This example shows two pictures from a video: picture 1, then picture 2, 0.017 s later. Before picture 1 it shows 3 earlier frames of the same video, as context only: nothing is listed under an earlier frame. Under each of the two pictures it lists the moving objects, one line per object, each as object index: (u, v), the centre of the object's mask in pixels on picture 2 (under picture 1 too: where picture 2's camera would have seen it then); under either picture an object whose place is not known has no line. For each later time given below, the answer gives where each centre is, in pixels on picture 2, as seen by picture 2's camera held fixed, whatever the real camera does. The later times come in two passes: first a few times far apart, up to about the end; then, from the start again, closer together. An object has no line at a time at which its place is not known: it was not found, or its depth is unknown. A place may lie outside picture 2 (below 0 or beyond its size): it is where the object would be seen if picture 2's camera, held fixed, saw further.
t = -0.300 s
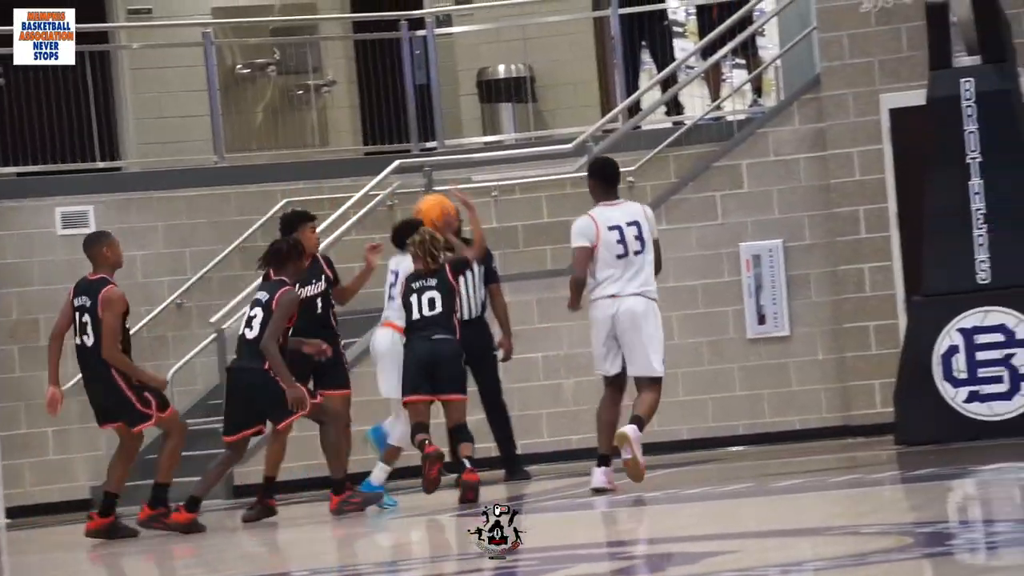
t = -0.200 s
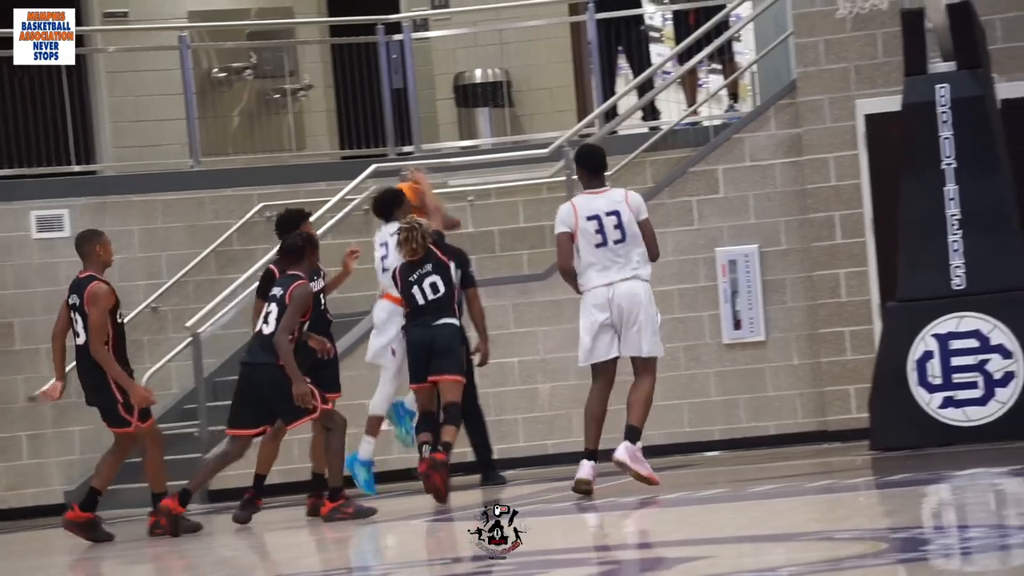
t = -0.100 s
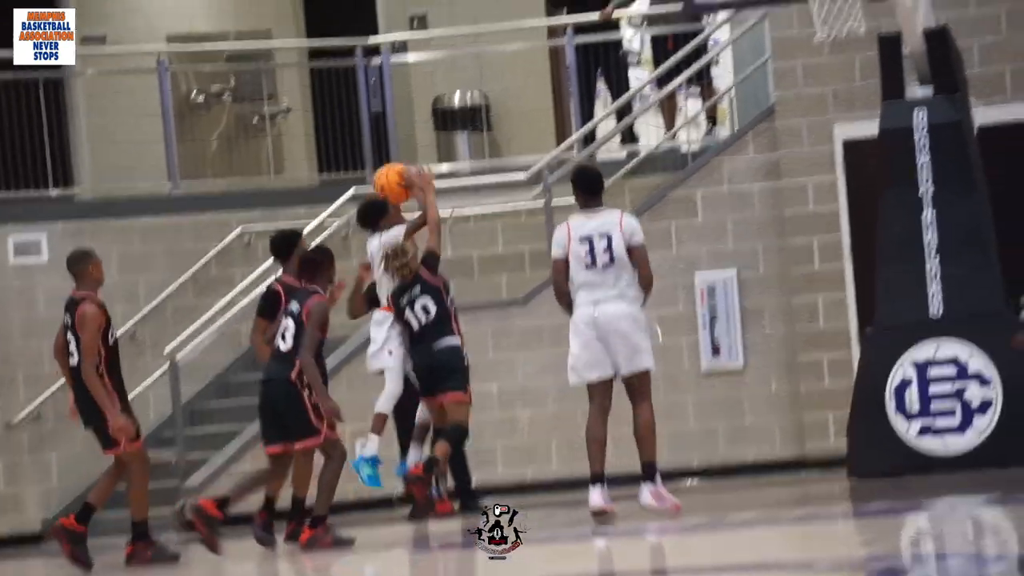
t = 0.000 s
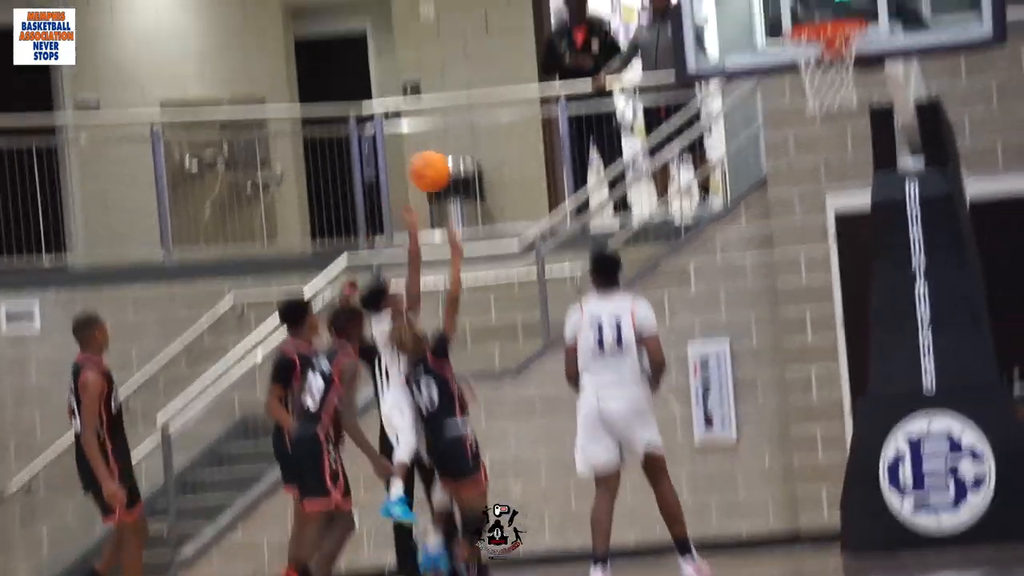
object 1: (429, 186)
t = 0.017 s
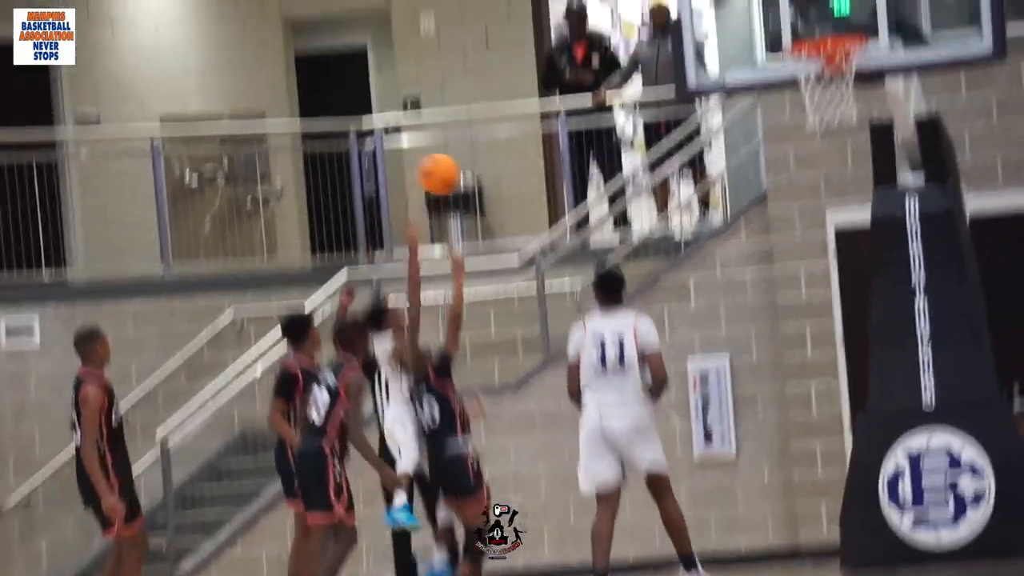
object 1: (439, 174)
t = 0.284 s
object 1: (581, 39)
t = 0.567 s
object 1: (741, 29)
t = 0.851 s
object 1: (767, 11)
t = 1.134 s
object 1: (733, 56)
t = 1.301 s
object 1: (720, 144)
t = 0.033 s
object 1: (447, 162)
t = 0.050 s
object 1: (456, 151)
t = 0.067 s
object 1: (465, 139)
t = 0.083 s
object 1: (473, 129)
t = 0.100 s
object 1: (482, 118)
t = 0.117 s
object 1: (490, 108)
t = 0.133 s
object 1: (499, 99)
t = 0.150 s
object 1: (508, 91)
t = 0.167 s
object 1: (516, 83)
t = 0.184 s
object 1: (526, 75)
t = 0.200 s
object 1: (536, 68)
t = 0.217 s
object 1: (544, 62)
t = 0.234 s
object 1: (553, 55)
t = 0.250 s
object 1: (562, 50)
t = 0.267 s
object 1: (572, 44)
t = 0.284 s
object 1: (581, 39)
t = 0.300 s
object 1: (589, 35)
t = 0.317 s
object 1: (597, 31)
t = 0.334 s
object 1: (608, 27)
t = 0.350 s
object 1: (618, 24)
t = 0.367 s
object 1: (628, 22)
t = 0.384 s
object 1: (637, 20)
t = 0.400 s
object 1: (647, 19)
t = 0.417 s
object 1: (657, 19)
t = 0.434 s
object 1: (665, 18)
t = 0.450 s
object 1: (674, 18)
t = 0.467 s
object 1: (683, 18)
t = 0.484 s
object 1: (693, 19)
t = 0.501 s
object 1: (703, 20)
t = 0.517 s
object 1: (713, 22)
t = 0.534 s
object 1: (723, 24)
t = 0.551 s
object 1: (732, 26)
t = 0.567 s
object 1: (741, 29)
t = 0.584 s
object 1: (748, 29)
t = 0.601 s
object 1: (754, 29)
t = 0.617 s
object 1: (759, 29)
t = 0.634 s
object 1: (764, 30)
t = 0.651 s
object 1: (770, 32)
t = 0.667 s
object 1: (776, 33)
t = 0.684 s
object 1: (781, 33)
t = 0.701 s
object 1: (786, 36)
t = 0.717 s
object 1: (785, 35)
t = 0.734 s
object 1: (784, 31)
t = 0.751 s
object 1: (781, 27)
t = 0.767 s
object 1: (779, 23)
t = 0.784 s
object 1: (777, 19)
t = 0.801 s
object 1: (774, 17)
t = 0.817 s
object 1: (771, 15)
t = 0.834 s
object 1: (768, 13)
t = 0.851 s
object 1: (767, 11)
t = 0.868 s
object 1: (765, 10)
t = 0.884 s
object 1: (762, 9)
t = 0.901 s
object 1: (760, 9)
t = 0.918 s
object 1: (758, 9)
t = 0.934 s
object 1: (755, 10)
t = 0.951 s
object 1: (754, 11)
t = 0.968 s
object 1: (752, 13)
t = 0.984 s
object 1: (749, 15)
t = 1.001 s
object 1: (747, 17)
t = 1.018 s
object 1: (745, 20)
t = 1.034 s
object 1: (743, 24)
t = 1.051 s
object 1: (742, 28)
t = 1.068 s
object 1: (740, 33)
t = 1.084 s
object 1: (738, 37)
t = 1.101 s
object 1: (737, 43)
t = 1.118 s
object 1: (735, 49)
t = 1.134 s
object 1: (733, 56)
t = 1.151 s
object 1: (732, 62)
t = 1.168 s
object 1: (730, 70)
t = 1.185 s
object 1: (729, 78)
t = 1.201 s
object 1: (727, 86)
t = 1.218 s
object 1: (726, 95)
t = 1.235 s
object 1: (725, 103)
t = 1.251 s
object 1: (723, 112)
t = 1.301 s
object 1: (720, 144)
